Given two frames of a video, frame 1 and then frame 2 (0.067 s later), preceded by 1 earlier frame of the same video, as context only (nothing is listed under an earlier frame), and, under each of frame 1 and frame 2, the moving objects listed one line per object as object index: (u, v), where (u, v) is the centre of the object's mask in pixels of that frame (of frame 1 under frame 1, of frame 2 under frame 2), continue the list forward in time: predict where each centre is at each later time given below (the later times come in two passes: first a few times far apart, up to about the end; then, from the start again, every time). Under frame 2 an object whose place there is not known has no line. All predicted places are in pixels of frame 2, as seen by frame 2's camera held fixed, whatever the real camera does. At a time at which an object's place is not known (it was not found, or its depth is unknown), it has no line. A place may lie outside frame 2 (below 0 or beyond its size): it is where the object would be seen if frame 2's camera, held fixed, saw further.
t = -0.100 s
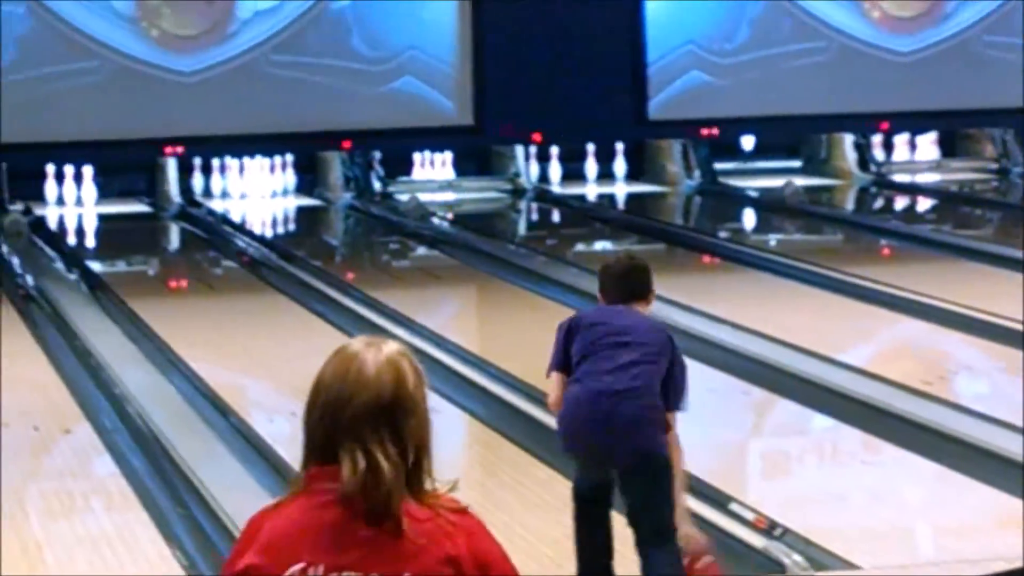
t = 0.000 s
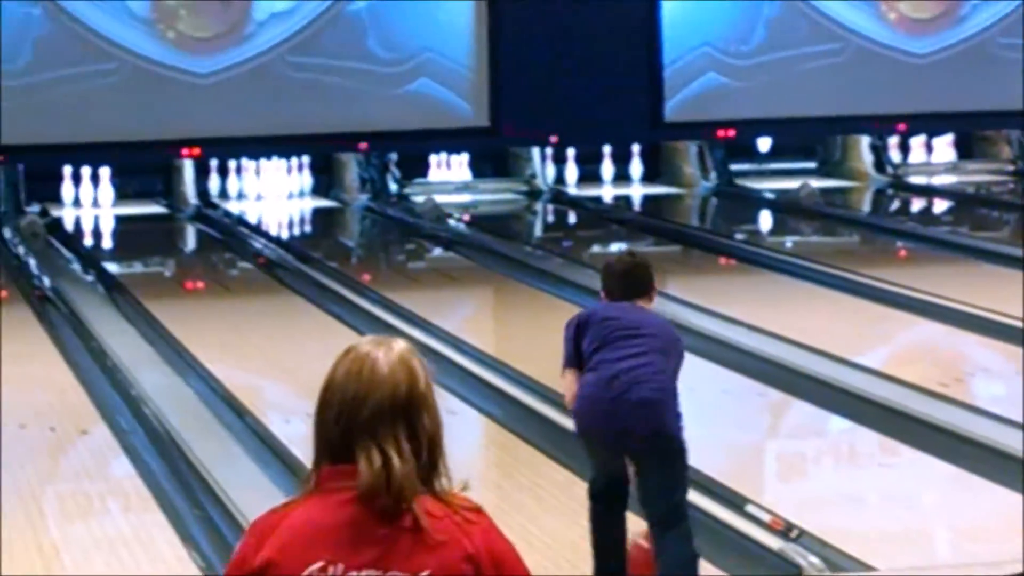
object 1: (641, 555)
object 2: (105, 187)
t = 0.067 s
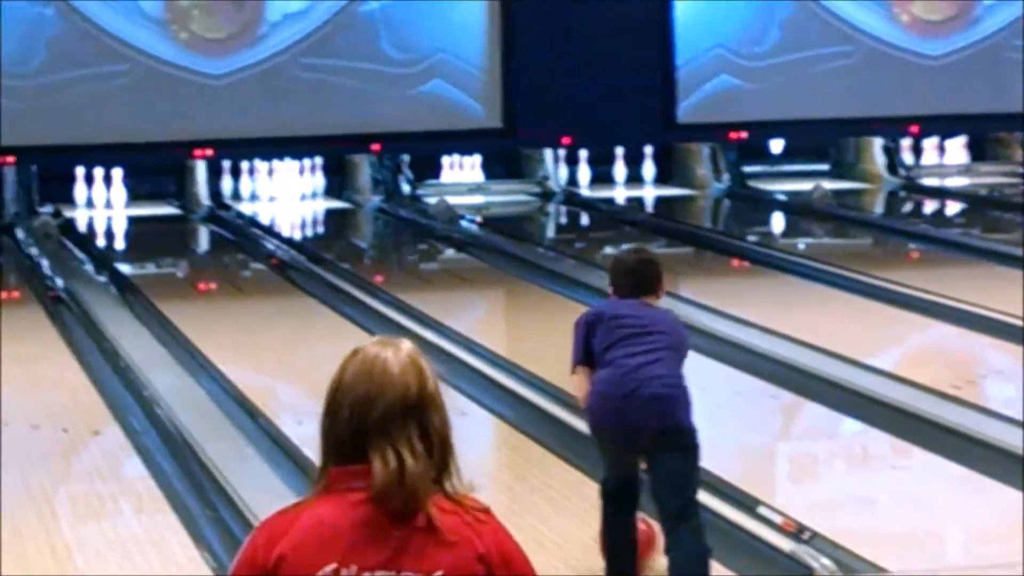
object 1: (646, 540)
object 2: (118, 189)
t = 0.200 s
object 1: (567, 500)
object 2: (117, 189)
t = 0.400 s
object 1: (492, 448)
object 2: (117, 189)
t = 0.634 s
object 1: (422, 399)
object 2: (117, 189)
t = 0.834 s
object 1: (373, 366)
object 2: (117, 189)
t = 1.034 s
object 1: (332, 338)
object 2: (117, 189)
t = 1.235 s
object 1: (297, 314)
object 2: (117, 189)
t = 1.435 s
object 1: (266, 292)
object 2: (116, 189)
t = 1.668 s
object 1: (235, 272)
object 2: (116, 189)
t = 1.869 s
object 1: (212, 258)
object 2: (115, 188)
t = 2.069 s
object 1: (191, 243)
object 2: (115, 188)
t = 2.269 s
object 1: (175, 233)
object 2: (115, 188)
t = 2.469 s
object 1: (157, 222)
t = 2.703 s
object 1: (140, 209)
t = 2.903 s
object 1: (128, 199)
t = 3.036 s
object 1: (128, 195)
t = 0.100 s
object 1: (594, 533)
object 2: (117, 189)
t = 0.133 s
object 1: (587, 521)
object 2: (117, 189)
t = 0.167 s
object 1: (579, 511)
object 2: (117, 189)
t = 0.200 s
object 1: (567, 500)
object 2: (117, 189)
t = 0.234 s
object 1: (553, 491)
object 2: (117, 188)
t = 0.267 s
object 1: (541, 482)
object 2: (117, 189)
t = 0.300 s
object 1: (528, 473)
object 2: (117, 188)
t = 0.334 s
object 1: (515, 464)
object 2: (117, 188)
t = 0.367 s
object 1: (504, 456)
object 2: (117, 189)
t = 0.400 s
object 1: (492, 448)
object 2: (117, 189)
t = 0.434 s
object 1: (481, 440)
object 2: (117, 189)
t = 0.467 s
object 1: (470, 433)
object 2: (117, 189)
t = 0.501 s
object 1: (460, 426)
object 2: (117, 189)
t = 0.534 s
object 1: (450, 419)
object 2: (117, 189)
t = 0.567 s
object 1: (441, 412)
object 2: (117, 189)
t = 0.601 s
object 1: (431, 406)
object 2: (117, 189)
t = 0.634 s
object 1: (422, 399)
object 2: (117, 189)
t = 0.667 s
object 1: (414, 394)
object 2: (117, 189)
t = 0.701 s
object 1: (405, 388)
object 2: (117, 189)
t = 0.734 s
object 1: (397, 383)
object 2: (117, 189)
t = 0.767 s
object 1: (388, 377)
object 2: (117, 189)
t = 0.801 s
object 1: (381, 371)
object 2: (117, 189)
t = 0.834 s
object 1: (373, 366)
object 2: (117, 189)
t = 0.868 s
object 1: (366, 361)
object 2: (117, 189)
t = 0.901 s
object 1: (359, 356)
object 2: (117, 189)
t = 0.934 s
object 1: (352, 351)
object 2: (117, 189)
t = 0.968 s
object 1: (345, 347)
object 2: (117, 189)
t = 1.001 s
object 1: (339, 342)
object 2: (117, 189)
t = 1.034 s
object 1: (332, 338)
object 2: (117, 189)
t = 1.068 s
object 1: (326, 333)
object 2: (117, 189)
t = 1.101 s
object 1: (319, 329)
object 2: (116, 189)
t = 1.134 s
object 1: (313, 325)
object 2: (116, 189)
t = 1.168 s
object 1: (308, 321)
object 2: (117, 189)
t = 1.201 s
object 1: (302, 318)
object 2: (117, 189)
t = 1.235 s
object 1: (297, 314)
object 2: (117, 189)
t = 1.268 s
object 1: (291, 310)
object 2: (117, 189)
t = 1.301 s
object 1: (286, 307)
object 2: (116, 189)
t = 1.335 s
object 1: (280, 303)
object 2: (116, 189)
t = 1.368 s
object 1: (275, 299)
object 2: (116, 189)
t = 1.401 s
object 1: (271, 297)
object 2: (116, 189)
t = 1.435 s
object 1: (266, 292)
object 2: (116, 189)
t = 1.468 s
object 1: (262, 289)
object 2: (116, 188)
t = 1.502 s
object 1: (257, 287)
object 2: (116, 188)
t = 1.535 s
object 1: (252, 284)
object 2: (116, 188)
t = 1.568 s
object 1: (248, 280)
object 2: (116, 188)
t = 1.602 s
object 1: (243, 277)
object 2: (116, 188)
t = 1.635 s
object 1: (239, 275)
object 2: (116, 189)
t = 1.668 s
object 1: (235, 272)
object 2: (116, 189)
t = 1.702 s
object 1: (232, 269)
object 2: (116, 189)
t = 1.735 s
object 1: (227, 267)
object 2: (116, 188)
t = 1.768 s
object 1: (223, 265)
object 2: (116, 189)
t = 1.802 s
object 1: (220, 263)
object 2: (115, 188)
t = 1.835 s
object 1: (217, 261)
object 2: (115, 189)
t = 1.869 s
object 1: (212, 258)
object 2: (115, 188)
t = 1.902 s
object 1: (209, 256)
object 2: (115, 189)
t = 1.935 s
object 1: (205, 253)
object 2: (115, 188)
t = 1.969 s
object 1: (201, 250)
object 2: (115, 188)
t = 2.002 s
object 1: (197, 247)
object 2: (115, 188)
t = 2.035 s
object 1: (194, 245)
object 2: (115, 188)
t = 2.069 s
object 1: (191, 243)
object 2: (115, 188)
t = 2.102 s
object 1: (187, 242)
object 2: (115, 188)
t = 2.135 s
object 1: (184, 241)
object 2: (115, 188)
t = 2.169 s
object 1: (181, 238)
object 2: (115, 188)
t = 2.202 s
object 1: (179, 236)
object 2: (115, 188)
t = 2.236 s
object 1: (177, 235)
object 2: (115, 188)
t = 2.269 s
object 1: (175, 233)
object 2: (115, 188)
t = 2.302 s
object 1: (172, 231)
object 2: (115, 188)
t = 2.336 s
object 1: (171, 232)
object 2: (115, 188)
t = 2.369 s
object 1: (167, 228)
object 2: (115, 188)
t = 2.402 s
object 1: (163, 226)
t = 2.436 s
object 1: (160, 223)
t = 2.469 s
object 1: (157, 222)
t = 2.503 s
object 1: (155, 220)
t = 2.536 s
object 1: (152, 218)
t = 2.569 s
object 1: (150, 217)
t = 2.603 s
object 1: (147, 215)
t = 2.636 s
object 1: (145, 212)
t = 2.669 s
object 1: (142, 210)
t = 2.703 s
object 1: (140, 209)
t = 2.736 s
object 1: (138, 208)
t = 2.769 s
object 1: (135, 205)
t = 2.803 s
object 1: (134, 204)
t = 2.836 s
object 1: (132, 201)
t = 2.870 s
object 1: (130, 199)
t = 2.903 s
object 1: (128, 199)
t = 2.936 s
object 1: (126, 198)
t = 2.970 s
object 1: (125, 197)
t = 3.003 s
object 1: (126, 195)
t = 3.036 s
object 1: (128, 195)
